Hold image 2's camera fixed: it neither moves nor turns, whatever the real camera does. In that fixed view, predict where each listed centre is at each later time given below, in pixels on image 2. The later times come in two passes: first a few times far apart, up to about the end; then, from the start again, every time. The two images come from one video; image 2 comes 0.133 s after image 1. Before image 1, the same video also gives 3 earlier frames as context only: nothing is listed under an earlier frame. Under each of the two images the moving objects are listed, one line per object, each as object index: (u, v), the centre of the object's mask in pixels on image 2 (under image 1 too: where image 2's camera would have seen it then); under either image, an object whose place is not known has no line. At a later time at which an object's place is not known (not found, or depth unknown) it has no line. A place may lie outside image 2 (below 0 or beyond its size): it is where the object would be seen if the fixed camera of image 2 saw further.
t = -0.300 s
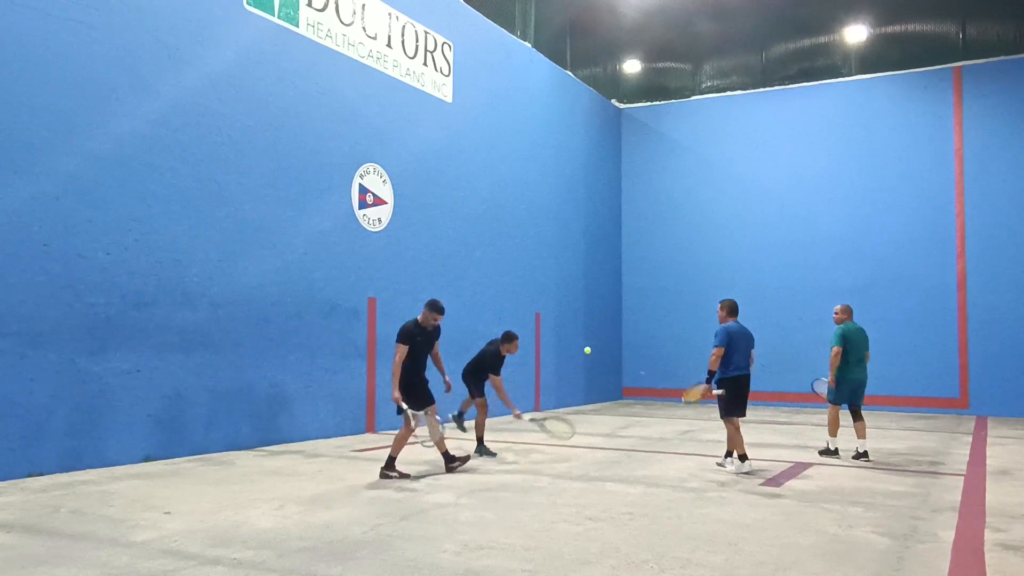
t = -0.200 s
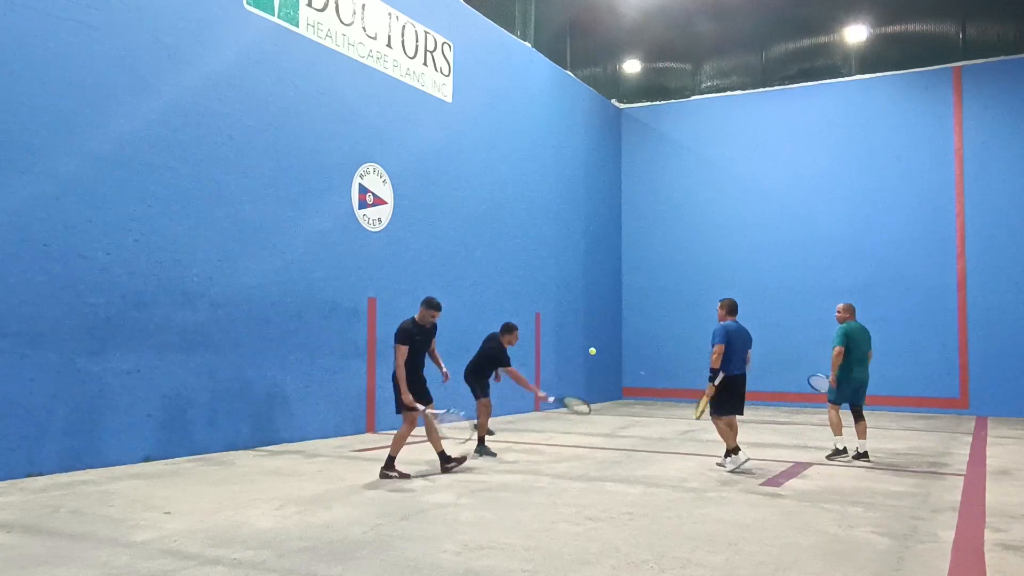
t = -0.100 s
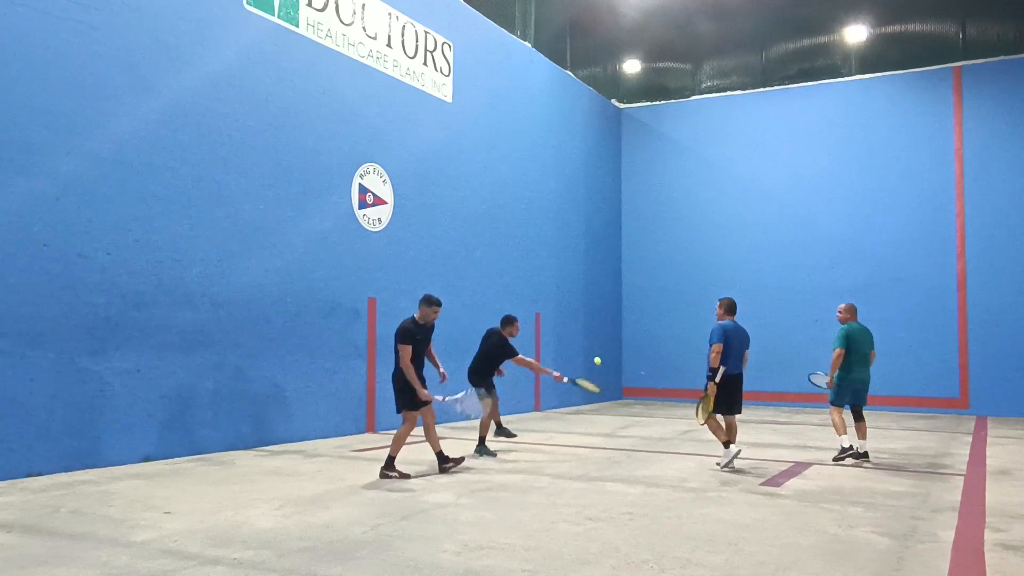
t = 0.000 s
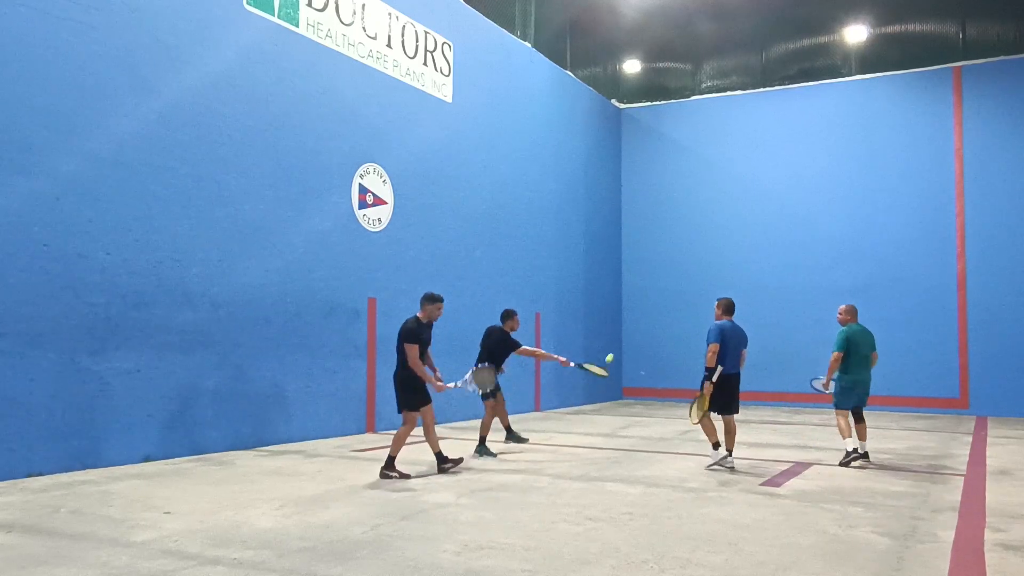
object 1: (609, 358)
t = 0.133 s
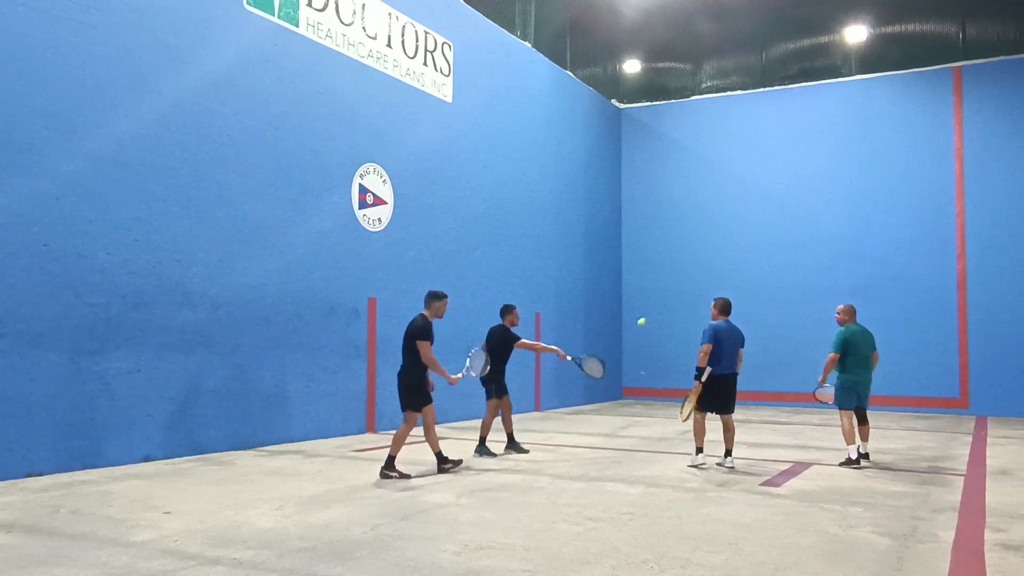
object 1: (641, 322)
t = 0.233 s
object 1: (666, 304)
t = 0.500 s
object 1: (730, 303)
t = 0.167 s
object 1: (649, 315)
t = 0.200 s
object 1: (657, 309)
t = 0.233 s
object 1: (666, 304)
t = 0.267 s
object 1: (674, 301)
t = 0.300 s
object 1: (682, 298)
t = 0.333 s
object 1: (689, 296)
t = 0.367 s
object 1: (697, 295)
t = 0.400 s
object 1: (706, 295)
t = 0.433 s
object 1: (715, 296)
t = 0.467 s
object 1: (722, 300)
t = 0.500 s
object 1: (730, 303)
